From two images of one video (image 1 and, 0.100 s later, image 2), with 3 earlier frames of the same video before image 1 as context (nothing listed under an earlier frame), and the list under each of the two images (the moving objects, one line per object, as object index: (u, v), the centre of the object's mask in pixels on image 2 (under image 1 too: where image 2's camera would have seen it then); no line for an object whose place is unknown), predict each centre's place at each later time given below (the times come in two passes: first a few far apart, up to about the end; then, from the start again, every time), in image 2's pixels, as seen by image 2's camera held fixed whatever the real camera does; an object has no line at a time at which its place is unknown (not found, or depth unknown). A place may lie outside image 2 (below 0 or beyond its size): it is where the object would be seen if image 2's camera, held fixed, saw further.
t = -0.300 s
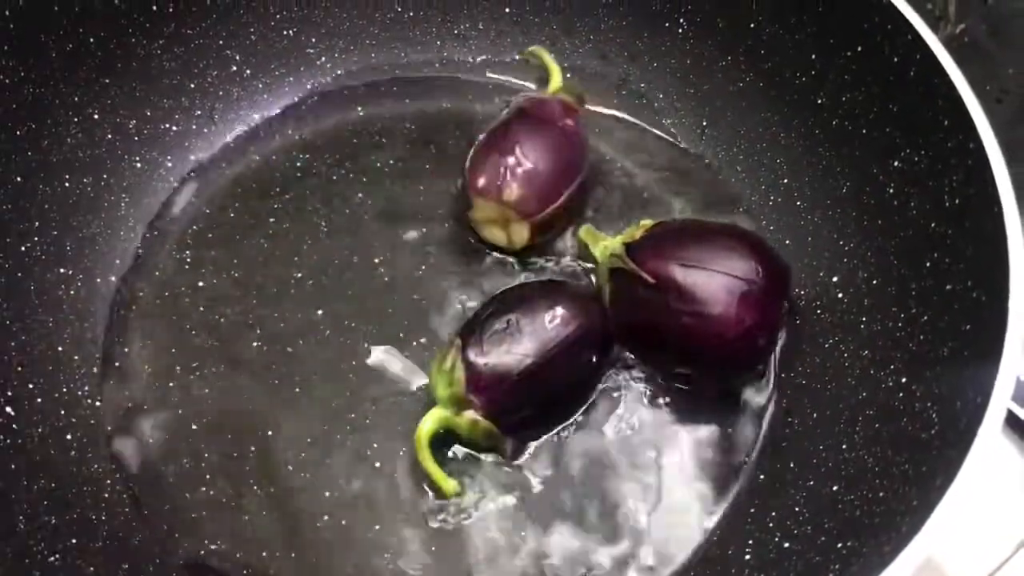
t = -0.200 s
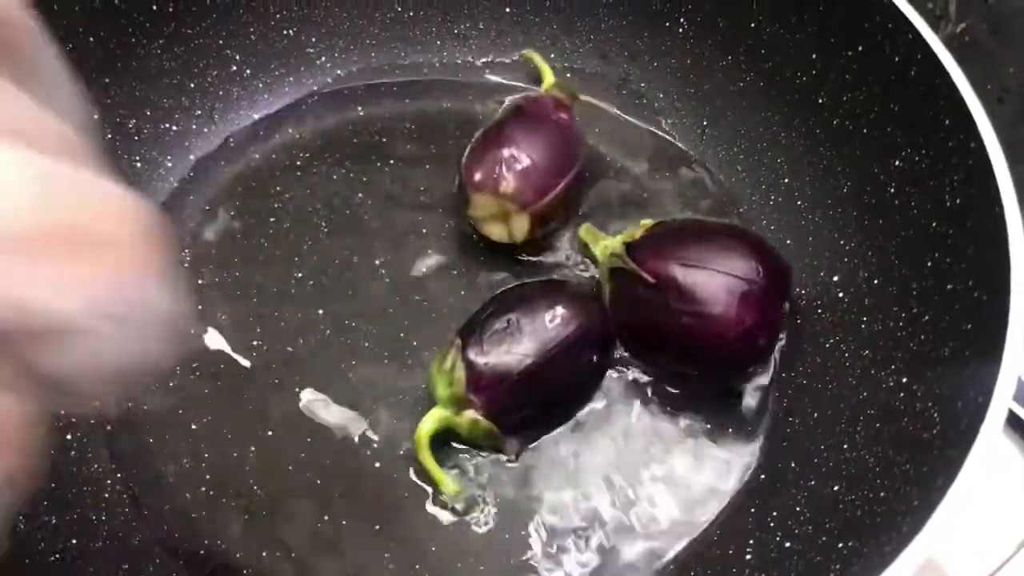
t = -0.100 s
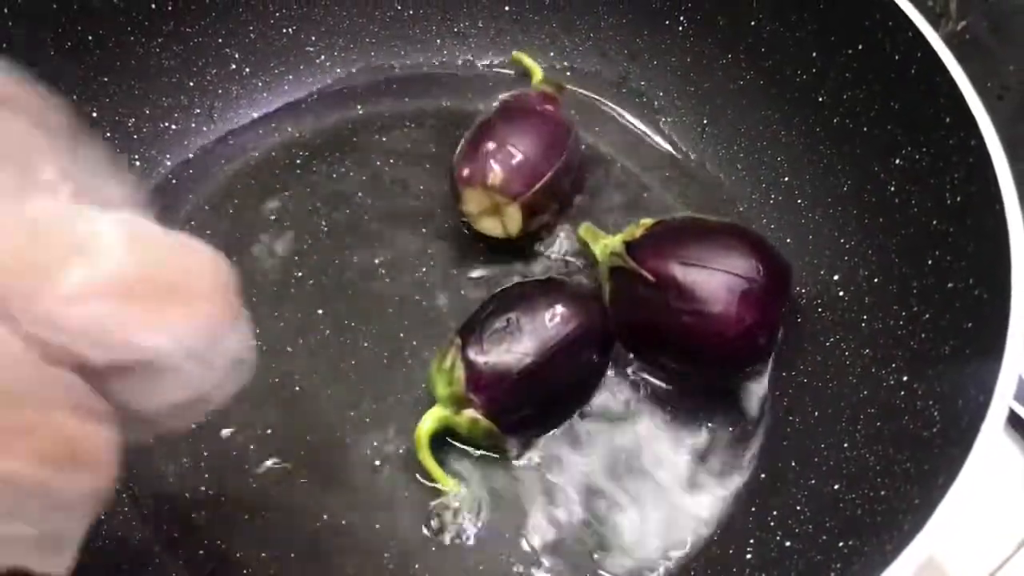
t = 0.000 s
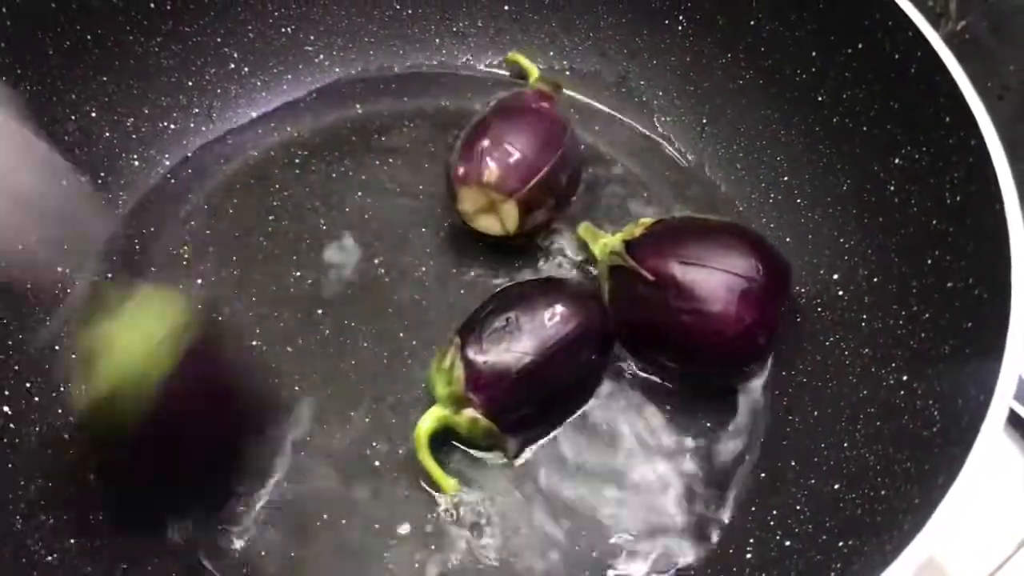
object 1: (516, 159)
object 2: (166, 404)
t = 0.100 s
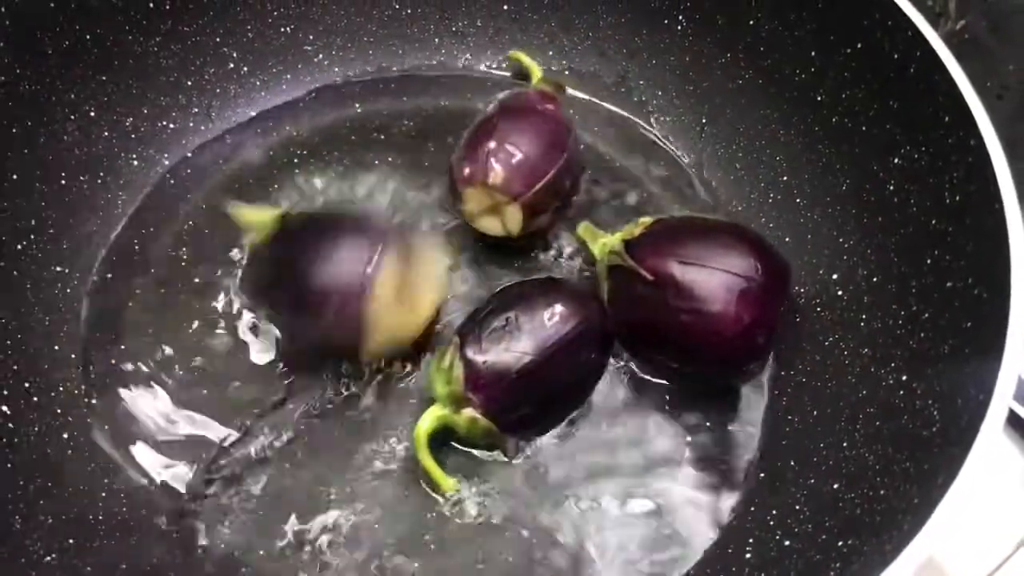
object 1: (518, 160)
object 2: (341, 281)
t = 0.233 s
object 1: (571, 120)
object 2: (422, 203)
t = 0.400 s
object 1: (592, 131)
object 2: (465, 182)
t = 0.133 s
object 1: (524, 156)
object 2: (402, 232)
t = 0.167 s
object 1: (536, 146)
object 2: (403, 215)
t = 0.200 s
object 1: (553, 133)
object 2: (413, 212)
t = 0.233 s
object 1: (571, 120)
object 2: (422, 203)
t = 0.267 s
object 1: (582, 116)
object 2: (433, 192)
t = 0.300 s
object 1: (592, 118)
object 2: (442, 192)
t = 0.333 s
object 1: (594, 119)
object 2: (452, 190)
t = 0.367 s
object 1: (593, 127)
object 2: (459, 189)
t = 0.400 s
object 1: (592, 131)
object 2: (465, 182)
